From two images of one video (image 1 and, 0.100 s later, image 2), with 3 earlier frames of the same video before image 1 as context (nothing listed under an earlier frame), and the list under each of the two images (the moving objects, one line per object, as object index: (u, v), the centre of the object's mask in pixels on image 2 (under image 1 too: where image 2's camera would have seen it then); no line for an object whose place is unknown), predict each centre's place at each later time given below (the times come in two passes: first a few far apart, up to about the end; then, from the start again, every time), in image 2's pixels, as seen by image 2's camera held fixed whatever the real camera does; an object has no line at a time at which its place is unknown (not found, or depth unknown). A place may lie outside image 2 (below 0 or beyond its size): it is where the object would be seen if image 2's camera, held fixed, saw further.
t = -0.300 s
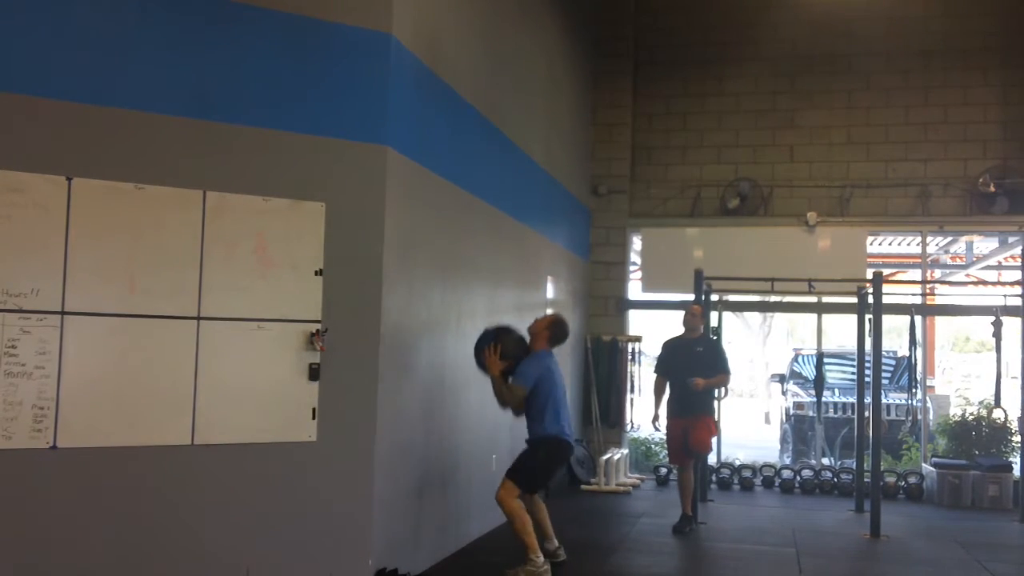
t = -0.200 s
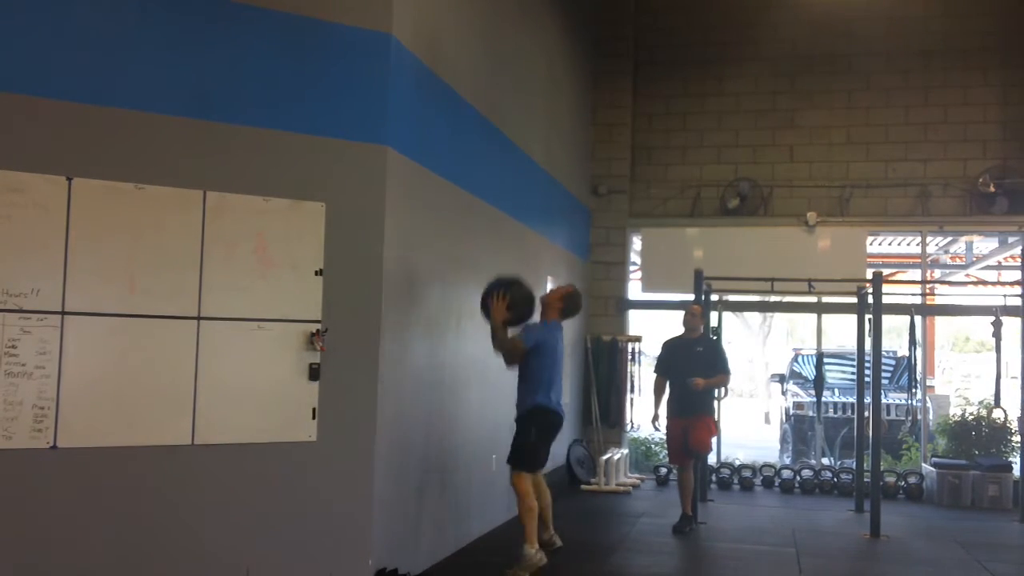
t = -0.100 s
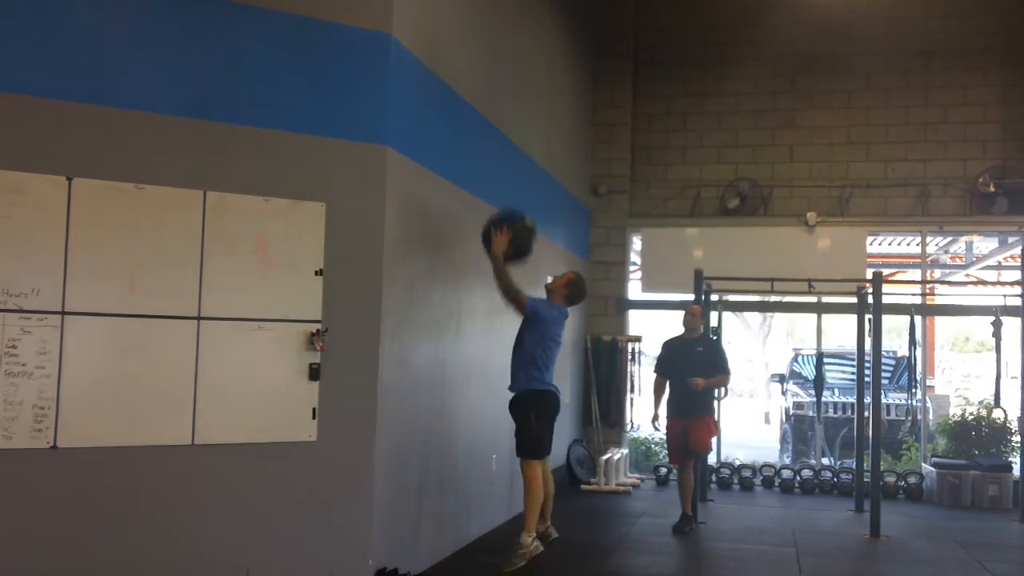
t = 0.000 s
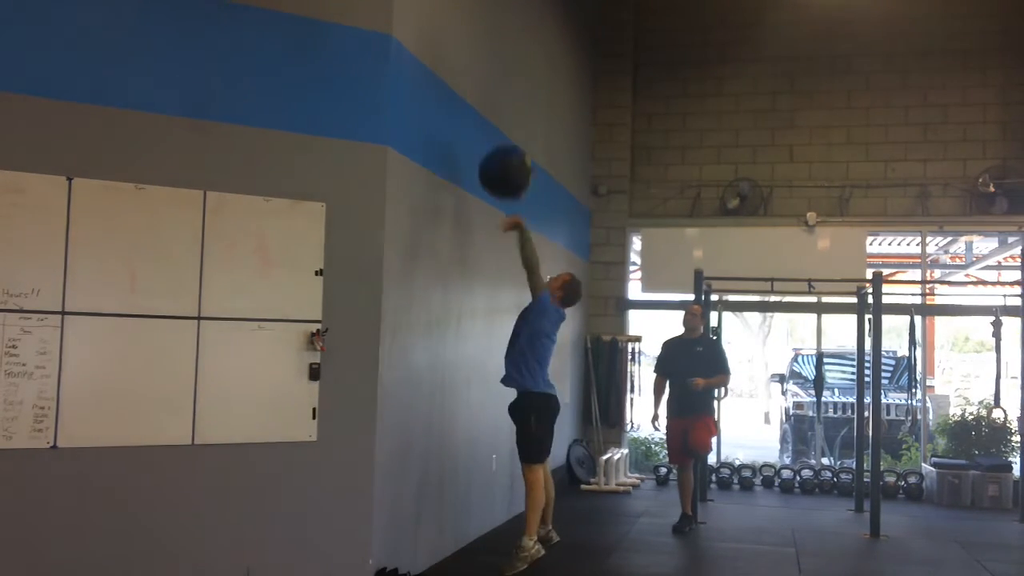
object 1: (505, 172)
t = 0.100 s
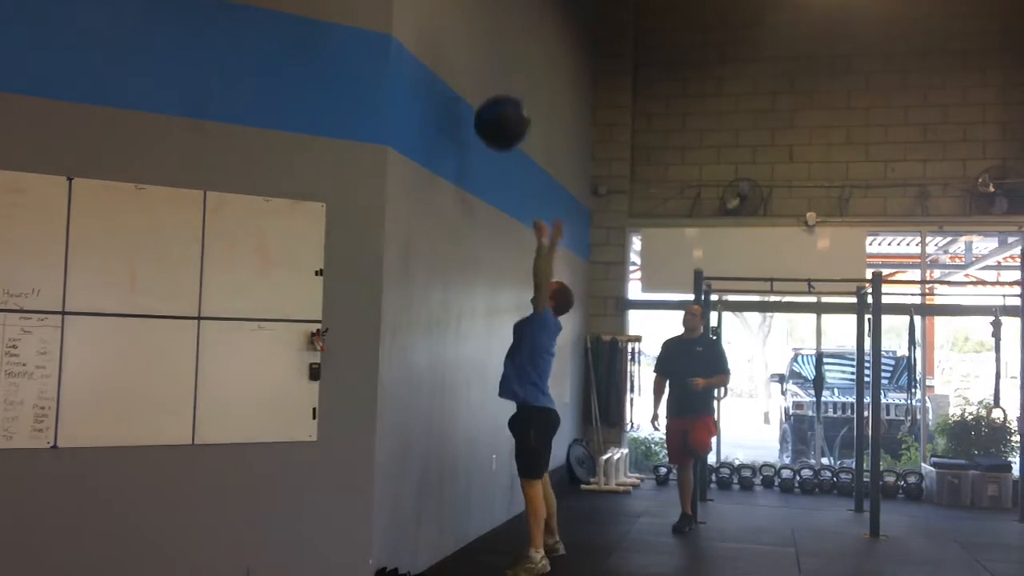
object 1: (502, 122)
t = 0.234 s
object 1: (496, 78)
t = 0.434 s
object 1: (486, 61)
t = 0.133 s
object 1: (500, 109)
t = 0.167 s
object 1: (499, 97)
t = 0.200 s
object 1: (498, 87)
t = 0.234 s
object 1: (496, 78)
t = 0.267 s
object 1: (494, 72)
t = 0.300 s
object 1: (493, 65)
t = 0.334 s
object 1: (492, 63)
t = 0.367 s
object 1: (490, 61)
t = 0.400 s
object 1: (488, 60)
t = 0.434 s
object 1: (486, 61)
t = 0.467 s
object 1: (482, 65)
